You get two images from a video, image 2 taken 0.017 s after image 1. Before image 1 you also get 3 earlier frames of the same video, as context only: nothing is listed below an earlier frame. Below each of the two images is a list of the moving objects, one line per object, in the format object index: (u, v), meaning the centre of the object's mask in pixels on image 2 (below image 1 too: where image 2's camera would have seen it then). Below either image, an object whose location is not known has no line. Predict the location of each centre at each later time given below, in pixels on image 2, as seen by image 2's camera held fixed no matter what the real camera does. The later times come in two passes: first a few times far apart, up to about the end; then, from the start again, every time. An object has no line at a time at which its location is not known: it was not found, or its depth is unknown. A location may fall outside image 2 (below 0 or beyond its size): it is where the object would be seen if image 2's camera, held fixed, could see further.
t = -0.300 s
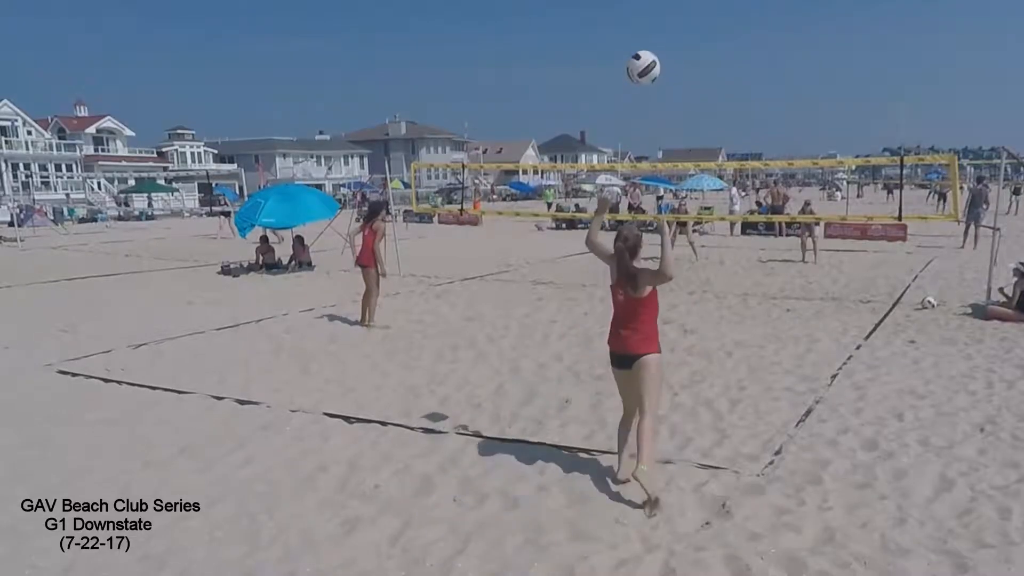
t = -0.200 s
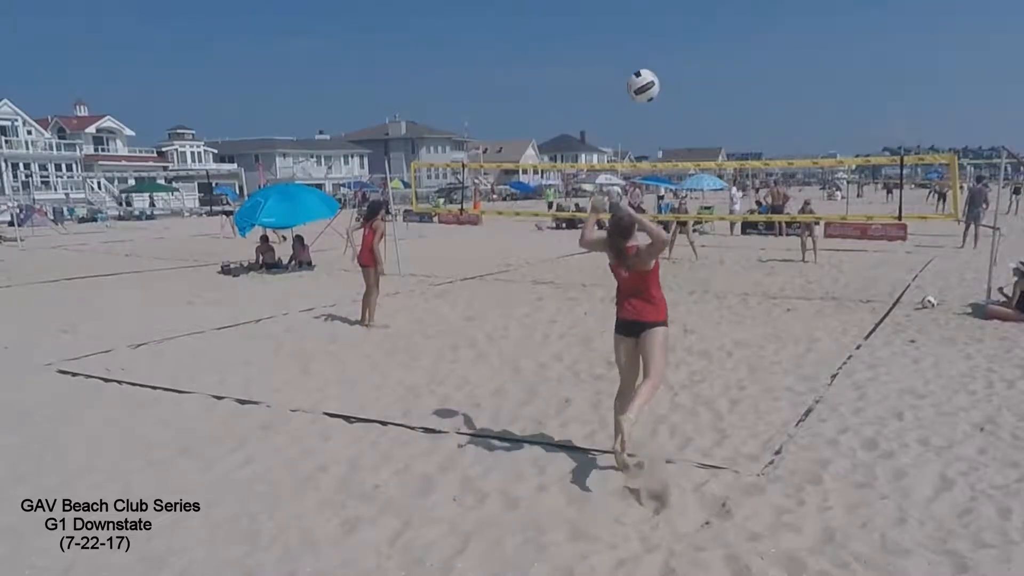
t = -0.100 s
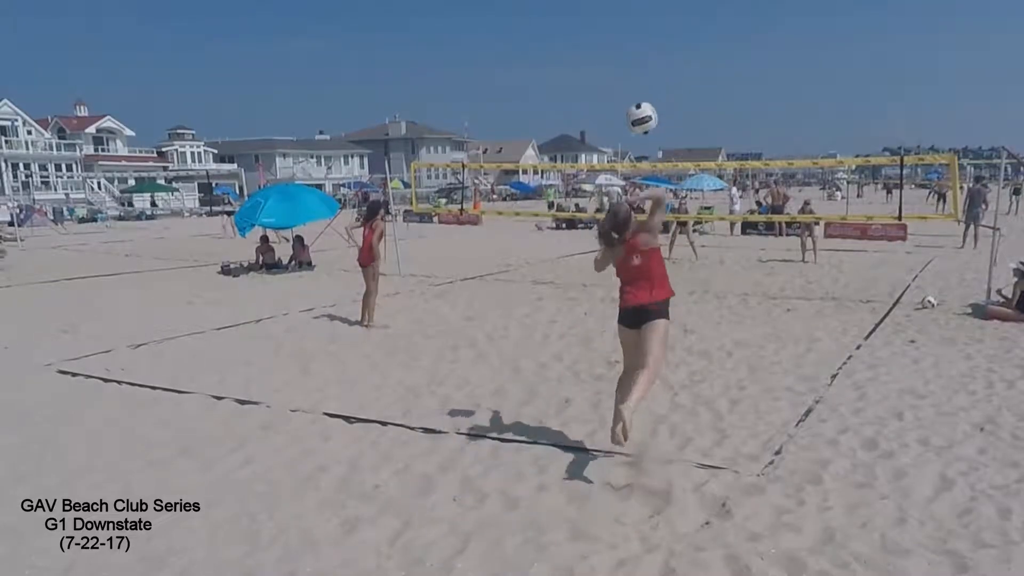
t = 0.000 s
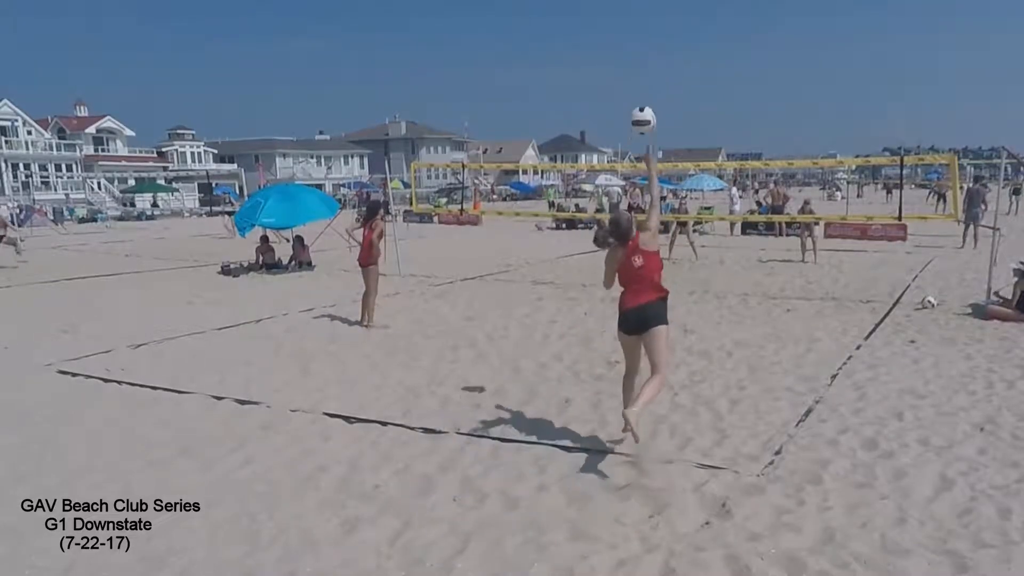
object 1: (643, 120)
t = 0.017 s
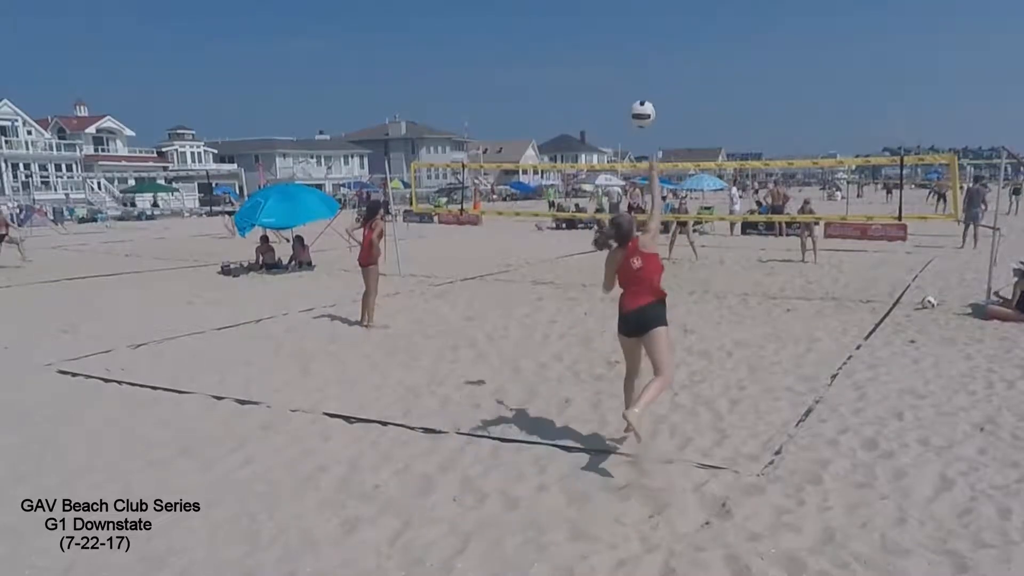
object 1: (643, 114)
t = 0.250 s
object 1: (635, 78)
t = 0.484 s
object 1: (622, 93)
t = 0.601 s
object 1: (616, 107)
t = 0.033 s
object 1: (642, 108)
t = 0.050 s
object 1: (641, 103)
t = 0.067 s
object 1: (641, 98)
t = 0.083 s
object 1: (641, 95)
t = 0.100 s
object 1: (640, 92)
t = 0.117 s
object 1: (640, 89)
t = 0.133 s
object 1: (640, 86)
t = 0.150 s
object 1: (639, 84)
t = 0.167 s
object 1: (638, 82)
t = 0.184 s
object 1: (638, 81)
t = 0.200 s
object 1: (637, 80)
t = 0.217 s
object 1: (636, 79)
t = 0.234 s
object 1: (636, 79)
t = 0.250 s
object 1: (635, 78)
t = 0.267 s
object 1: (635, 79)
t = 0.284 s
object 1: (634, 79)
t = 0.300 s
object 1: (633, 79)
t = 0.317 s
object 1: (632, 80)
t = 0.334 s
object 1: (631, 81)
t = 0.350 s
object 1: (630, 82)
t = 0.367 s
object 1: (629, 83)
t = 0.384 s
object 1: (629, 84)
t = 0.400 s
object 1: (628, 85)
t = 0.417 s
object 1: (627, 87)
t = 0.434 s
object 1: (626, 87)
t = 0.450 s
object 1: (624, 89)
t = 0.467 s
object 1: (623, 91)
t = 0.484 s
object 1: (622, 93)
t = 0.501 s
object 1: (621, 95)
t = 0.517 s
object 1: (621, 97)
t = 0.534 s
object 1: (620, 99)
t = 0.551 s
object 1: (619, 101)
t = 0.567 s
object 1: (618, 103)
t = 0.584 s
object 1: (617, 105)
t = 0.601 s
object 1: (616, 107)
